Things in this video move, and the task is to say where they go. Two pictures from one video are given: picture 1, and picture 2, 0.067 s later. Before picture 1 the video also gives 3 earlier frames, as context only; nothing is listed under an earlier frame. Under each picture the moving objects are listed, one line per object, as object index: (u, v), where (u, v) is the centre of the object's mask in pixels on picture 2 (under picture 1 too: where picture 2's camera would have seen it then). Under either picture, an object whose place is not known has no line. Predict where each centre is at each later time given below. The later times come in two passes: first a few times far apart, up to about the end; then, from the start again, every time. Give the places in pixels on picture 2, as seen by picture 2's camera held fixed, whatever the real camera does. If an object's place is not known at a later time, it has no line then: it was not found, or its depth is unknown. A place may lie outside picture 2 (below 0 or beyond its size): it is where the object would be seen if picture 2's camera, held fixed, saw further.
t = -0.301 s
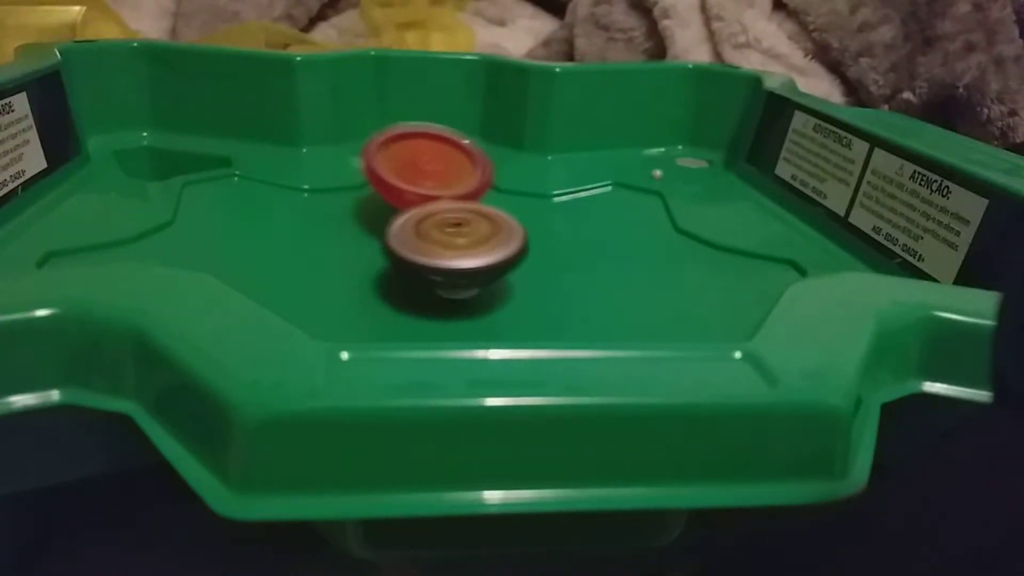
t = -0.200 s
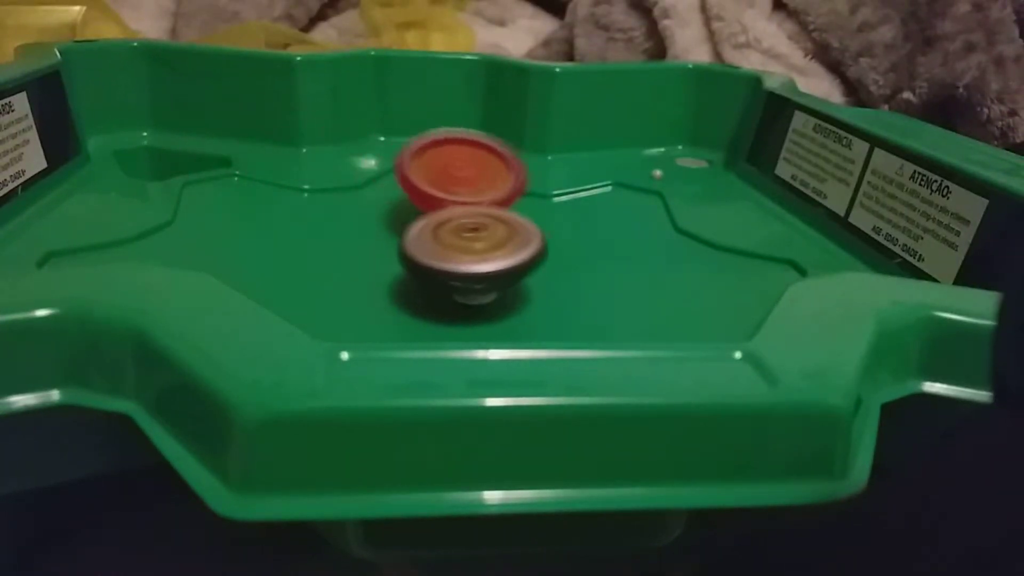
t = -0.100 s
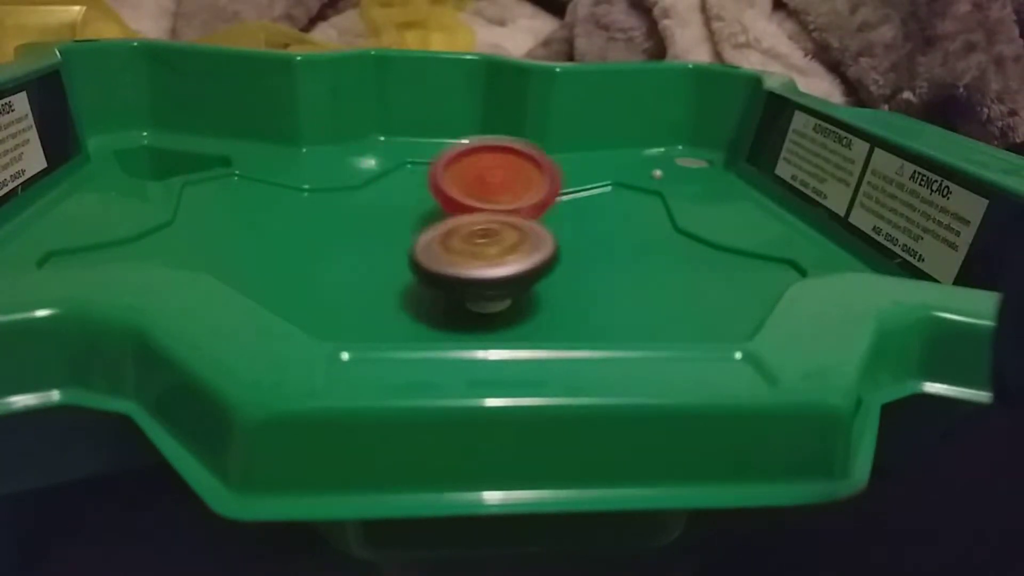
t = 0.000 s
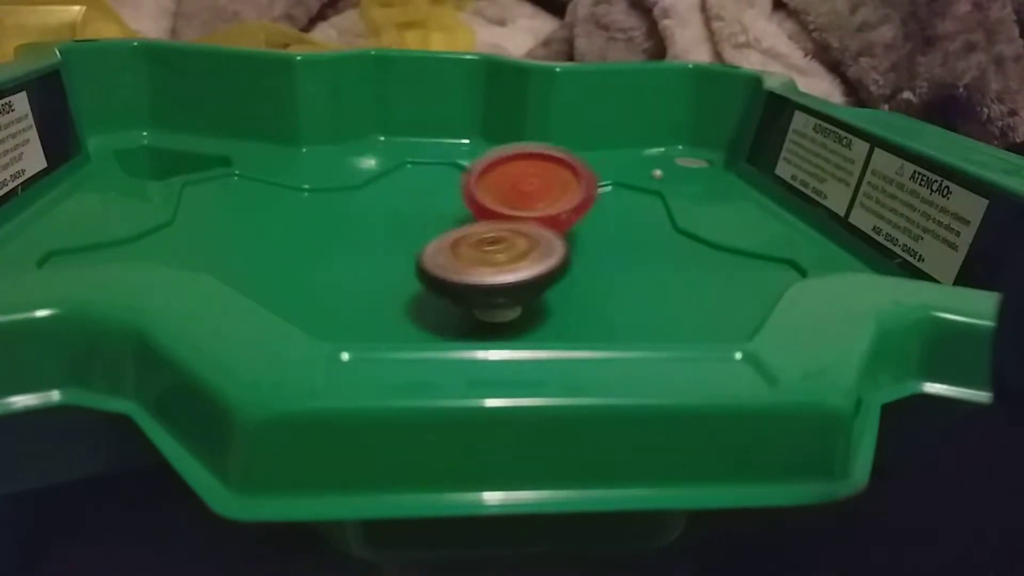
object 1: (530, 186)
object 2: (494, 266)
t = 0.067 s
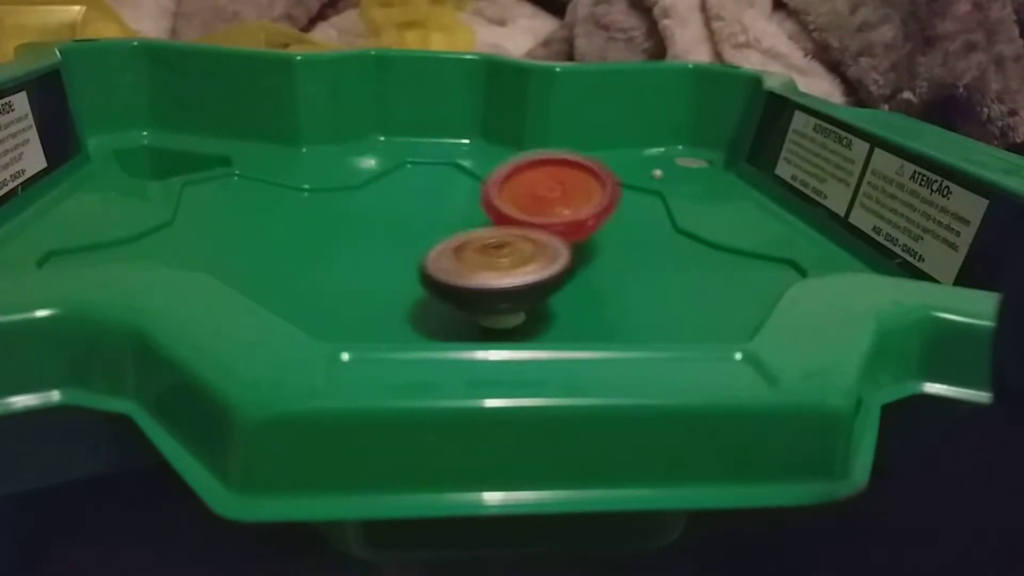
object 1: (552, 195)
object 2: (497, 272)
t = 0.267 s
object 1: (602, 223)
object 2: (490, 285)
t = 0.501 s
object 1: (626, 257)
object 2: (446, 291)
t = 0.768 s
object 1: (573, 293)
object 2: (385, 281)
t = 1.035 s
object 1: (447, 306)
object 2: (359, 249)
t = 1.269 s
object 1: (343, 291)
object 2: (381, 228)
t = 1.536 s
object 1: (284, 256)
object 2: (427, 230)
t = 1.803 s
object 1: (293, 213)
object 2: (477, 240)
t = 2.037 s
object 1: (343, 193)
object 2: (503, 259)
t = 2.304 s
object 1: (426, 191)
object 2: (492, 283)
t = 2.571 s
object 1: (507, 207)
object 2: (444, 290)
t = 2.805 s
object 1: (558, 234)
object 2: (398, 279)
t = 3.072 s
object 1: (567, 270)
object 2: (375, 253)
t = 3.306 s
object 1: (514, 290)
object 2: (388, 235)
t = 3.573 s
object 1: (413, 291)
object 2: (431, 224)
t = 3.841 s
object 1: (335, 266)
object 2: (478, 246)
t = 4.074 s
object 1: (318, 235)
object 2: (494, 266)
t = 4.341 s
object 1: (354, 210)
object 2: (476, 285)
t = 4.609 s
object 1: (424, 202)
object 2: (428, 285)
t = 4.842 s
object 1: (491, 212)
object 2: (389, 270)
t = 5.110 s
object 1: (550, 232)
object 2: (378, 248)
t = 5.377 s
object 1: (552, 264)
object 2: (407, 236)
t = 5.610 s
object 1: (504, 288)
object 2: (443, 230)
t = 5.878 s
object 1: (409, 293)
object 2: (485, 242)
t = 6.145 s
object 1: (322, 269)
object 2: (488, 266)
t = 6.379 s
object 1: (301, 235)
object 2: (469, 277)
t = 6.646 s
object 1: (339, 202)
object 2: (429, 277)
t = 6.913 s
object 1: (414, 184)
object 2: (403, 264)
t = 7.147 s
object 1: (493, 197)
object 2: (398, 256)
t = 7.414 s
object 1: (572, 228)
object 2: (409, 252)
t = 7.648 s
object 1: (593, 266)
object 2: (427, 254)
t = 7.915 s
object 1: (532, 301)
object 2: (432, 252)
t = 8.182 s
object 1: (399, 301)
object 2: (440, 247)
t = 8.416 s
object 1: (285, 275)
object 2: (459, 247)
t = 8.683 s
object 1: (284, 232)
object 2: (467, 247)
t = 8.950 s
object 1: (356, 192)
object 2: (468, 258)
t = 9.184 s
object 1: (439, 182)
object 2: (450, 267)
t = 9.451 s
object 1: (525, 212)
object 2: (412, 267)
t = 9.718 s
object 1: (561, 264)
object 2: (394, 258)
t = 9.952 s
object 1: (506, 300)
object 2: (402, 248)
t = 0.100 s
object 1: (562, 199)
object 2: (498, 275)
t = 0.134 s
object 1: (571, 204)
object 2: (499, 277)
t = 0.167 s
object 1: (580, 208)
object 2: (498, 279)
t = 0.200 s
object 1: (588, 213)
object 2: (497, 282)
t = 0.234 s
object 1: (595, 217)
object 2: (494, 284)
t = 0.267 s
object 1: (602, 223)
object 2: (490, 285)
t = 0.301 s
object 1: (607, 227)
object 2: (489, 288)
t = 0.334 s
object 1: (612, 233)
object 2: (484, 289)
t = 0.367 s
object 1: (617, 238)
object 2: (477, 289)
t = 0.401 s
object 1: (622, 243)
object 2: (470, 290)
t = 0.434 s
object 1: (625, 248)
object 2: (462, 291)
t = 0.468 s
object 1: (626, 253)
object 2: (454, 291)
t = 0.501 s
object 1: (626, 257)
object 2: (446, 291)
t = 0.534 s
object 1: (625, 262)
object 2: (438, 291)
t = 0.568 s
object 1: (622, 267)
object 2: (430, 291)
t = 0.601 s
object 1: (617, 273)
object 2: (422, 290)
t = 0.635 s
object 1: (612, 277)
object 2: (414, 290)
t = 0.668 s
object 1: (604, 283)
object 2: (406, 288)
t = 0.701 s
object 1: (595, 286)
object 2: (398, 286)
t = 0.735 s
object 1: (584, 289)
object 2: (392, 284)
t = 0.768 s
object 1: (573, 293)
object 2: (385, 281)
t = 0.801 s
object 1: (560, 296)
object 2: (381, 279)
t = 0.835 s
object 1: (547, 297)
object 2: (375, 276)
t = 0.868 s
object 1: (532, 300)
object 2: (371, 271)
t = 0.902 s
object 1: (515, 302)
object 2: (367, 269)
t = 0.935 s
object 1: (497, 304)
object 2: (362, 264)
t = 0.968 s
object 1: (481, 304)
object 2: (359, 260)
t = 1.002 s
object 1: (464, 305)
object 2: (359, 255)
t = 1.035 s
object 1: (447, 306)
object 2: (359, 249)
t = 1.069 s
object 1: (429, 305)
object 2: (359, 243)
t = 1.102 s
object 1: (413, 304)
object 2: (361, 240)
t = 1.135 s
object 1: (397, 302)
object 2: (364, 237)
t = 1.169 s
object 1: (382, 300)
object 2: (367, 234)
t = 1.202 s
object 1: (369, 297)
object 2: (371, 231)
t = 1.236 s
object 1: (355, 295)
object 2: (376, 230)
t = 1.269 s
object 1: (343, 291)
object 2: (381, 228)
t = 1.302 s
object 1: (333, 290)
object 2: (386, 227)
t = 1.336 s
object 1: (322, 286)
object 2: (392, 227)
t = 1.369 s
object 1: (312, 281)
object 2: (398, 227)
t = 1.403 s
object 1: (304, 276)
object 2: (404, 227)
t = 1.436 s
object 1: (298, 270)
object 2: (410, 228)
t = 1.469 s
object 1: (291, 265)
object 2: (415, 228)
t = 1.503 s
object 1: (287, 261)
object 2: (421, 229)
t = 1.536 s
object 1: (284, 256)
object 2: (427, 230)
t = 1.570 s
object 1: (282, 248)
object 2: (433, 230)
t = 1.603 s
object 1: (282, 243)
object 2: (440, 231)
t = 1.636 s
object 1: (281, 238)
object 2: (446, 232)
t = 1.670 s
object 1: (281, 232)
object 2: (452, 233)
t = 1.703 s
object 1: (283, 228)
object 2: (459, 235)
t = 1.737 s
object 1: (285, 222)
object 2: (466, 237)
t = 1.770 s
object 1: (289, 217)
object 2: (472, 238)
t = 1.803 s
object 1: (293, 213)
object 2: (477, 240)
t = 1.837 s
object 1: (298, 209)
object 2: (483, 243)
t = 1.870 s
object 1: (303, 205)
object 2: (488, 245)
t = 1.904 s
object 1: (310, 203)
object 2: (492, 247)
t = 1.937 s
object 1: (317, 200)
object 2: (496, 250)
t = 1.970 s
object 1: (325, 197)
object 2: (499, 253)
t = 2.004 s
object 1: (335, 195)
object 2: (501, 256)
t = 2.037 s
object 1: (343, 193)
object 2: (503, 259)
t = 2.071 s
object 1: (353, 191)
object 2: (504, 262)
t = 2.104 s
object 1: (363, 190)
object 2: (505, 265)
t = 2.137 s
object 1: (372, 190)
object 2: (505, 268)
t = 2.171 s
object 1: (383, 189)
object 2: (503, 271)
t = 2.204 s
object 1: (393, 189)
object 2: (501, 275)
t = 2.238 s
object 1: (404, 189)
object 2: (499, 277)
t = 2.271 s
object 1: (415, 191)
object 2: (495, 281)
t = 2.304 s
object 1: (426, 191)
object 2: (492, 283)
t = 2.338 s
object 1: (437, 193)
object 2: (488, 284)
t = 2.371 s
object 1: (447, 193)
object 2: (483, 286)
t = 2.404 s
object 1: (458, 195)
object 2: (478, 287)
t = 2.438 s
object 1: (468, 197)
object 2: (472, 288)
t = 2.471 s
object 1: (478, 199)
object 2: (464, 289)
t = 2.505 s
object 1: (488, 202)
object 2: (458, 289)
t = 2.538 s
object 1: (498, 204)
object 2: (452, 289)
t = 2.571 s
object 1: (507, 207)
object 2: (444, 290)
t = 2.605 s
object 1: (516, 210)
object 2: (437, 289)
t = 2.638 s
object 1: (524, 214)
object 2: (429, 288)
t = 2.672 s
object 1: (532, 217)
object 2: (422, 287)
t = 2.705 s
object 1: (540, 222)
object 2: (415, 285)
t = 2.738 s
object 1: (546, 225)
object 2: (410, 284)
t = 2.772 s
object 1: (553, 230)
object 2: (404, 282)
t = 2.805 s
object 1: (558, 234)
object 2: (398, 279)
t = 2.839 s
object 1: (562, 239)
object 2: (393, 276)
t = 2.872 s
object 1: (566, 243)
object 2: (388, 273)
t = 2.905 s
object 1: (569, 248)
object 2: (384, 270)
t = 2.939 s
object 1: (570, 252)
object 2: (381, 266)
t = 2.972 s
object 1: (571, 257)
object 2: (378, 263)
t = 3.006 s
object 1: (571, 262)
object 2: (377, 260)
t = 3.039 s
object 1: (569, 266)
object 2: (375, 257)
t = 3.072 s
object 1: (567, 270)
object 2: (375, 253)
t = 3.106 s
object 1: (563, 274)
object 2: (375, 250)
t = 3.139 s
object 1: (558, 278)
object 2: (376, 247)
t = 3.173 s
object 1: (552, 282)
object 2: (378, 244)
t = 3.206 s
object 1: (545, 285)
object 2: (379, 241)
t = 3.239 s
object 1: (536, 289)
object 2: (382, 239)
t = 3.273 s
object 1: (526, 291)
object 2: (386, 237)
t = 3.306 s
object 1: (514, 290)
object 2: (388, 235)
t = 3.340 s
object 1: (503, 292)
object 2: (392, 233)
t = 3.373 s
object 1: (491, 293)
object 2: (397, 230)
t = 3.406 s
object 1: (478, 294)
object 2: (401, 227)
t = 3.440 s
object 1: (465, 295)
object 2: (406, 225)
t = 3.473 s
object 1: (451, 294)
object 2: (412, 224)
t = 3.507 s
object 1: (437, 293)
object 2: (418, 224)
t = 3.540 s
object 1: (425, 292)
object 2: (425, 224)
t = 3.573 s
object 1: (413, 291)
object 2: (431, 224)
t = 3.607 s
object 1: (401, 290)
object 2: (438, 226)
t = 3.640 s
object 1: (390, 288)
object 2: (444, 227)
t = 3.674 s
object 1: (377, 285)
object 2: (451, 230)
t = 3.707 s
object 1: (367, 281)
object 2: (459, 232)
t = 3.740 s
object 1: (358, 278)
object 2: (465, 236)
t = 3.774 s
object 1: (349, 274)
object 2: (470, 240)
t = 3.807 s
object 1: (341, 270)
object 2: (474, 242)
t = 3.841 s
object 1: (335, 266)
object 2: (478, 246)
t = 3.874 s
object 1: (329, 261)
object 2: (482, 249)
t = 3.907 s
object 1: (324, 257)
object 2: (485, 251)
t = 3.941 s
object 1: (321, 252)
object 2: (489, 254)
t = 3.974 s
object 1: (319, 248)
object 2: (490, 257)
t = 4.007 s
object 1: (318, 243)
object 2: (492, 260)
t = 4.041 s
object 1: (317, 239)
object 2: (494, 263)
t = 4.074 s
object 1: (318, 235)
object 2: (494, 266)
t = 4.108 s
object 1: (320, 231)
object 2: (495, 269)
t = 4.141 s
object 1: (323, 227)
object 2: (494, 272)
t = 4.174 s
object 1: (326, 223)
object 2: (492, 275)
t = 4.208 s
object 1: (331, 220)
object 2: (491, 277)
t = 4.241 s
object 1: (335, 217)
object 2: (489, 280)
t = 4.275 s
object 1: (341, 214)
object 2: (485, 282)
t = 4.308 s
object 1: (347, 212)
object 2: (481, 285)
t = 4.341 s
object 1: (354, 210)
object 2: (476, 285)
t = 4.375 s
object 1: (361, 208)
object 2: (470, 288)
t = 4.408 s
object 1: (370, 205)
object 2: (466, 288)
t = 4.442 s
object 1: (378, 204)
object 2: (460, 289)
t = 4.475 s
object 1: (387, 203)
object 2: (453, 288)
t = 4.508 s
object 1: (395, 201)
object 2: (447, 287)
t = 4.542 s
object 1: (404, 201)
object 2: (441, 287)
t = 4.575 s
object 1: (414, 201)
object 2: (435, 286)
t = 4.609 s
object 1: (424, 202)
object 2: (428, 285)
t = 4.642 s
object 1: (433, 201)
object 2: (422, 284)
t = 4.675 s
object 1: (443, 201)
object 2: (416, 282)
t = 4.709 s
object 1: (452, 203)
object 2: (411, 280)
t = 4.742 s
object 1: (462, 205)
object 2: (405, 279)
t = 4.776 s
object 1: (471, 207)
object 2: (399, 275)
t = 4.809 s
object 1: (481, 210)
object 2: (393, 272)
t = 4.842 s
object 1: (491, 212)
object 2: (389, 270)
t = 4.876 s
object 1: (500, 214)
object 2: (386, 268)
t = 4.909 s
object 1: (509, 215)
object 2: (382, 265)
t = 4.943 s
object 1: (518, 217)
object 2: (380, 262)
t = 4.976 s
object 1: (526, 219)
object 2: (378, 259)
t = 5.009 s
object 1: (533, 223)
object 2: (377, 256)
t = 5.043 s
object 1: (540, 225)
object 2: (377, 253)
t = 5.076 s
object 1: (545, 228)
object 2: (378, 250)
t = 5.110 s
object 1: (550, 232)
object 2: (378, 248)
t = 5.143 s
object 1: (553, 236)
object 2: (380, 246)
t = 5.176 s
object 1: (556, 239)
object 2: (383, 243)
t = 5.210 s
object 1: (558, 244)
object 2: (386, 241)
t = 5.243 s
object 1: (559, 248)
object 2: (389, 240)
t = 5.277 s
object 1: (558, 251)
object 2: (393, 239)
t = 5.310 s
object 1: (557, 256)
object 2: (398, 238)
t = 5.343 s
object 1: (555, 260)
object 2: (402, 236)
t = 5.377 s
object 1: (552, 264)
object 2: (407, 236)
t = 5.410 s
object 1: (547, 268)
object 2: (411, 235)
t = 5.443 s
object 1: (541, 273)
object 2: (417, 235)
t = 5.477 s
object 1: (536, 276)
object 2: (421, 233)
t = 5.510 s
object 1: (530, 278)
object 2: (427, 232)
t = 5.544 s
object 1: (522, 282)
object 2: (431, 232)
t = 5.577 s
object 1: (513, 286)
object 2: (437, 231)
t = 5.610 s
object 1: (504, 288)
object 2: (443, 230)
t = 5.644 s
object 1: (493, 290)
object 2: (448, 231)
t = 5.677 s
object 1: (482, 292)
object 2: (454, 231)
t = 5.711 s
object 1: (471, 293)
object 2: (462, 232)
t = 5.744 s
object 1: (461, 294)
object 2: (466, 233)
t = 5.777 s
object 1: (448, 294)
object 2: (471, 235)
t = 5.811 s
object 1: (436, 295)
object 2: (475, 237)
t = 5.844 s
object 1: (424, 294)
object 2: (480, 240)
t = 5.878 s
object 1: (409, 293)
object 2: (485, 242)
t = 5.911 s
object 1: (397, 291)
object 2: (488, 246)
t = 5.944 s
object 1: (382, 289)
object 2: (491, 251)
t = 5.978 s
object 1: (369, 287)
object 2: (491, 255)
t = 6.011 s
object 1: (358, 284)
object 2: (492, 258)
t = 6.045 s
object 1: (348, 280)
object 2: (491, 260)
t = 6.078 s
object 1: (338, 276)
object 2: (490, 262)
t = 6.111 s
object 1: (331, 273)
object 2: (490, 265)
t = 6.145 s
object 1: (322, 269)
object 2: (488, 266)
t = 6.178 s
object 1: (314, 264)
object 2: (486, 268)
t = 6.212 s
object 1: (309, 259)
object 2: (483, 270)
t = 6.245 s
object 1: (306, 255)
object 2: (482, 272)
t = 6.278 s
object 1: (304, 251)
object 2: (479, 274)
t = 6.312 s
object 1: (303, 246)
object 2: (476, 275)
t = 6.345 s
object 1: (301, 240)
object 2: (472, 276)
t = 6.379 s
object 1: (301, 235)
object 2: (469, 277)
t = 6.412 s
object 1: (302, 230)
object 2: (464, 277)
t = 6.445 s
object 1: (305, 225)
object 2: (459, 278)
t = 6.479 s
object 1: (310, 221)
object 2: (455, 278)
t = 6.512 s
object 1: (314, 217)
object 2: (449, 278)
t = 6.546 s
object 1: (319, 213)
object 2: (444, 278)
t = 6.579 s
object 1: (324, 209)
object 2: (438, 277)
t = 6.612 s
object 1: (331, 205)
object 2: (434, 277)
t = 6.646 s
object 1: (339, 202)
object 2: (429, 277)
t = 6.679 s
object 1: (347, 197)
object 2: (425, 275)
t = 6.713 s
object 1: (356, 193)
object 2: (421, 274)
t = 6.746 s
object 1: (365, 190)
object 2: (418, 273)
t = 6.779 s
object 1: (375, 187)
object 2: (414, 271)
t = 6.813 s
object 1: (385, 186)
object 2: (410, 270)
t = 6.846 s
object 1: (395, 185)
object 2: (408, 268)
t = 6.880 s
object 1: (404, 184)
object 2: (405, 266)
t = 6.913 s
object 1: (414, 184)
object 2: (403, 264)
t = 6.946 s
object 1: (424, 185)
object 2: (402, 263)
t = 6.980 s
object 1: (435, 186)
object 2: (402, 262)
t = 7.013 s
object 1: (446, 187)
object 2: (399, 261)
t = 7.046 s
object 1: (459, 189)
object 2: (398, 259)
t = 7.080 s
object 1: (470, 191)
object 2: (398, 259)
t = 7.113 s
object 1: (482, 194)
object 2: (397, 257)
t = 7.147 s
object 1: (493, 197)
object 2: (398, 256)
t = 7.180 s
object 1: (503, 199)
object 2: (398, 255)
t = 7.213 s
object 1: (513, 203)
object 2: (400, 254)
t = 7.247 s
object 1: (523, 207)
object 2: (402, 254)
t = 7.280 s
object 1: (533, 211)
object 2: (404, 253)
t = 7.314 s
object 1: (542, 215)
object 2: (406, 252)
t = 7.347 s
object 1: (553, 219)
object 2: (406, 252)
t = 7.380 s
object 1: (563, 223)
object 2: (408, 252)
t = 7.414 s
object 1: (572, 228)
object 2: (409, 252)
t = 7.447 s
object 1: (579, 233)
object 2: (411, 251)
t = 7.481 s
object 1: (585, 238)
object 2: (413, 252)
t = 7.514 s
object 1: (589, 244)
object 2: (416, 252)
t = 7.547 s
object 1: (593, 248)
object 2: (419, 252)
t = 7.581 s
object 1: (595, 254)
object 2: (421, 253)
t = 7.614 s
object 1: (595, 259)
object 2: (424, 254)
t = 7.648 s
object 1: (593, 266)
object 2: (427, 254)
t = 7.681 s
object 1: (591, 271)
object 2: (429, 255)
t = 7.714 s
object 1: (585, 276)
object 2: (431, 256)
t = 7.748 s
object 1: (577, 280)
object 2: (434, 257)
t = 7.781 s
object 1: (570, 287)
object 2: (435, 257)
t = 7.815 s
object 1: (564, 291)
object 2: (434, 256)
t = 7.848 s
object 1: (555, 296)
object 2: (434, 256)
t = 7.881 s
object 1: (545, 298)
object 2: (433, 254)
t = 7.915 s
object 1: (532, 301)
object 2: (432, 252)
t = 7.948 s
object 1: (516, 303)
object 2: (433, 249)
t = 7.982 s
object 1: (499, 304)
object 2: (433, 248)
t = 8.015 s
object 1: (482, 306)
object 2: (434, 247)
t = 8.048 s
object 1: (464, 306)
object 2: (436, 246)
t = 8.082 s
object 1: (450, 305)
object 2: (437, 246)
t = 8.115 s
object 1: (433, 305)
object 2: (438, 247)
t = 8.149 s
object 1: (415, 303)
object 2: (440, 247)
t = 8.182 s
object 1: (399, 301)
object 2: (440, 247)
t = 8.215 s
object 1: (376, 298)
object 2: (447, 246)
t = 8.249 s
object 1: (357, 297)
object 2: (452, 249)
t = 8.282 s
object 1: (338, 294)
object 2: (453, 250)
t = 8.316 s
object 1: (322, 289)
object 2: (453, 250)
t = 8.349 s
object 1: (307, 285)
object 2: (455, 249)
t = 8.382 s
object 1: (296, 280)
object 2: (457, 248)
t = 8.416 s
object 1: (285, 275)
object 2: (459, 247)
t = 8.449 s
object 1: (279, 270)
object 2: (461, 246)
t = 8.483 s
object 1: (272, 264)
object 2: (463, 246)
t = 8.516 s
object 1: (268, 259)
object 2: (464, 245)
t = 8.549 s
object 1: (268, 253)
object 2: (466, 245)
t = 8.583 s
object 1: (269, 249)
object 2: (466, 245)
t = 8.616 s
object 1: (275, 243)
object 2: (467, 246)
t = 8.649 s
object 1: (278, 236)
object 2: (468, 246)
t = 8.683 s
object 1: (284, 232)
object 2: (467, 247)
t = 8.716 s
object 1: (293, 226)
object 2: (467, 247)
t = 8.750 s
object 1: (302, 221)
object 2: (467, 248)
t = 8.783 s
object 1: (311, 215)
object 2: (466, 249)
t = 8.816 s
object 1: (318, 208)
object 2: (469, 251)
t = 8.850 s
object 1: (327, 204)
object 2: (469, 253)
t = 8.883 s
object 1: (337, 200)
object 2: (469, 254)
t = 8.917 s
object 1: (347, 195)
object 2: (470, 256)
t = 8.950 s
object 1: (356, 192)
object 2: (468, 258)
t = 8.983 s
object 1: (368, 189)
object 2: (466, 259)
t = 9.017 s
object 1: (379, 187)
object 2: (466, 260)
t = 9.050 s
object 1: (392, 184)
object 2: (462, 263)
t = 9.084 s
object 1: (402, 182)
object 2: (460, 264)
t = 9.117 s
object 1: (414, 182)
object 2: (456, 265)
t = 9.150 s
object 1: (426, 181)
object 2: (452, 266)
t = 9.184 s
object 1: (439, 182)
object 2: (450, 267)
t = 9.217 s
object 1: (449, 183)
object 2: (445, 268)
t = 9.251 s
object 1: (461, 185)
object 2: (439, 269)
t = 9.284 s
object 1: (474, 188)
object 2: (436, 269)
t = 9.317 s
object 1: (486, 192)
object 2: (430, 269)
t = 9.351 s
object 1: (496, 195)
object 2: (425, 269)
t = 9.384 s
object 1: (506, 200)
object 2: (421, 269)
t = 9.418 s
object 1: (516, 206)
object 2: (415, 268)
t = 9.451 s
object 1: (525, 212)
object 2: (412, 267)
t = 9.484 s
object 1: (533, 217)
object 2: (407, 266)
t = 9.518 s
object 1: (539, 224)
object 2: (404, 265)
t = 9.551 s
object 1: (547, 230)
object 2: (402, 264)
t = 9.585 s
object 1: (553, 237)
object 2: (398, 263)
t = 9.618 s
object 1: (557, 244)
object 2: (396, 262)
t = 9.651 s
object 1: (559, 251)
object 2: (395, 260)
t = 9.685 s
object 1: (561, 257)
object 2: (393, 259)
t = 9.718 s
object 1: (561, 264)
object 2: (394, 258)
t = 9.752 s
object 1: (559, 270)
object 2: (393, 256)
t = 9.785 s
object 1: (553, 275)
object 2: (394, 255)
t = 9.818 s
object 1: (549, 281)
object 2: (396, 253)
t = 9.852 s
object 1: (542, 287)
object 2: (397, 252)
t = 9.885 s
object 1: (532, 291)
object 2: (399, 251)
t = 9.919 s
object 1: (518, 297)
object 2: (400, 250)
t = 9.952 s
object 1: (506, 300)
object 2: (402, 248)
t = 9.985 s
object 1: (492, 303)
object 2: (407, 244)
